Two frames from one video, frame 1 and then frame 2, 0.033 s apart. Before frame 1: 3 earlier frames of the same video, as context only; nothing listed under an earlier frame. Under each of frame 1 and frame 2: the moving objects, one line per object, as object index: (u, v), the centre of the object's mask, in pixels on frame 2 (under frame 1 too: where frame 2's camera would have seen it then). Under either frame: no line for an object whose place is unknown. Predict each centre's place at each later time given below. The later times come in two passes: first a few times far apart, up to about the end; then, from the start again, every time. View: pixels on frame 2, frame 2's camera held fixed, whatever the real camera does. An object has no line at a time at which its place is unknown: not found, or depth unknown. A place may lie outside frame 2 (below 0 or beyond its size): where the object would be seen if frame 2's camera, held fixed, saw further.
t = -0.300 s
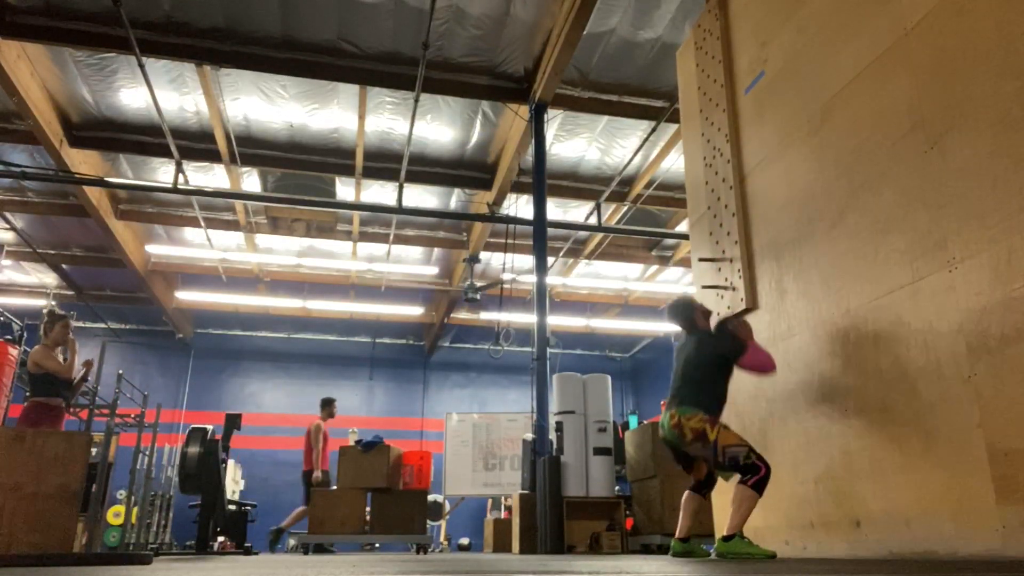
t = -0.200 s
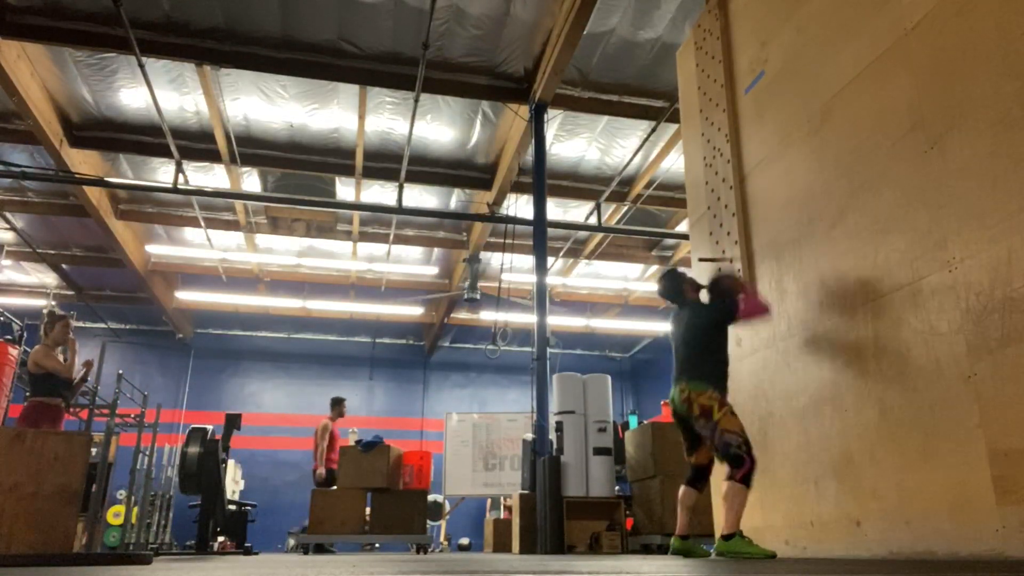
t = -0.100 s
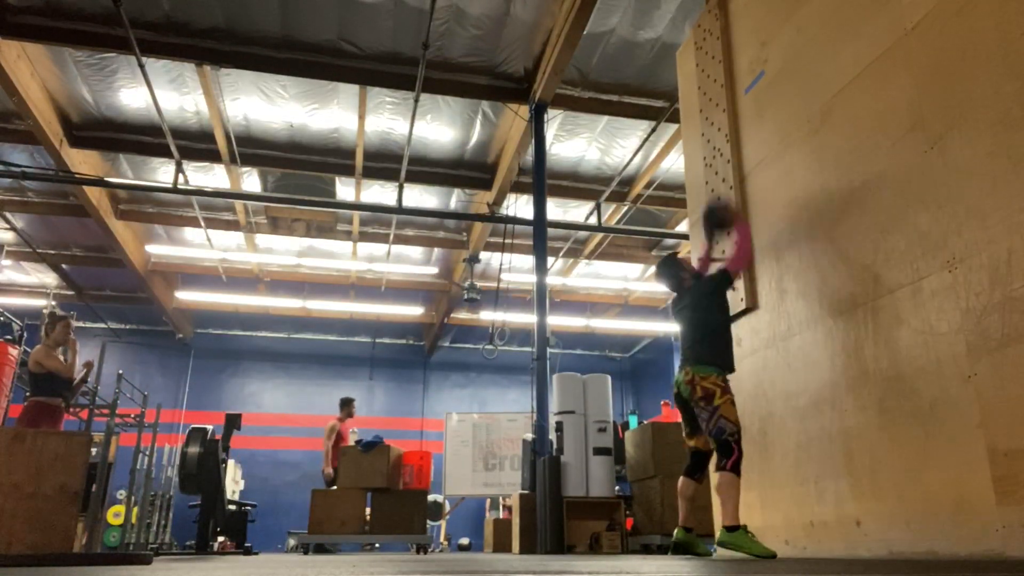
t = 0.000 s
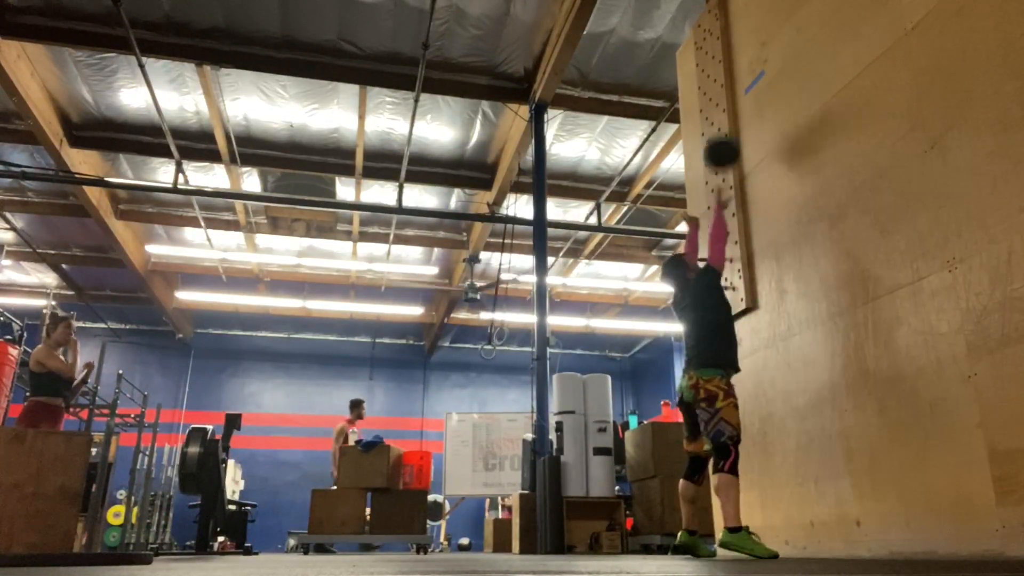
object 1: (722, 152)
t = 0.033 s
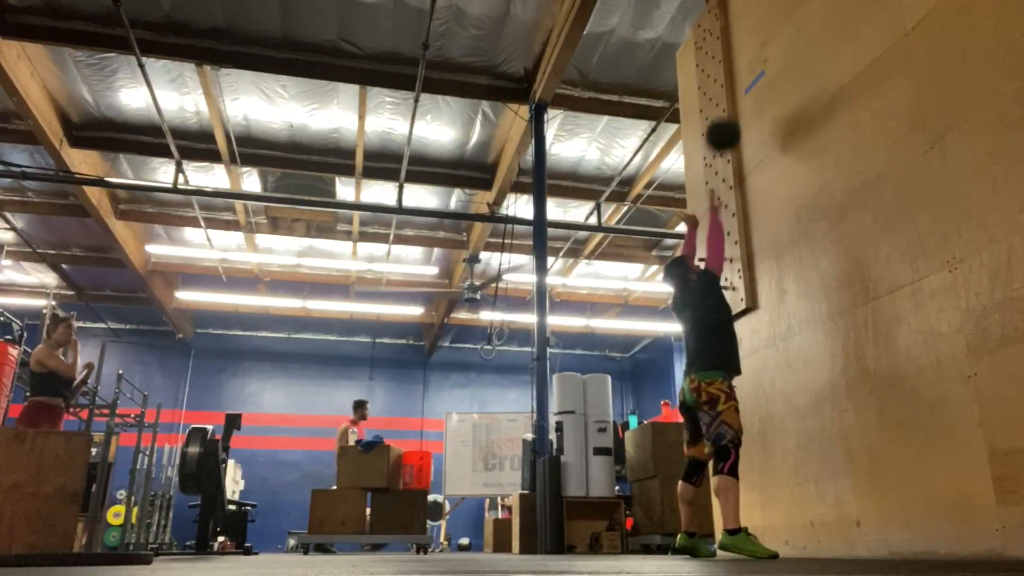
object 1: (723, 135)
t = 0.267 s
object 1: (732, 59)
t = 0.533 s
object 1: (734, 56)
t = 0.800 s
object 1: (732, 140)
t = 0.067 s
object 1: (724, 119)
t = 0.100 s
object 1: (725, 105)
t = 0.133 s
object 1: (726, 93)
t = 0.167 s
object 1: (727, 82)
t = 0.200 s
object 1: (729, 73)
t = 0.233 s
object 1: (731, 65)
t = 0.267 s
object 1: (732, 59)
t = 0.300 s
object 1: (734, 54)
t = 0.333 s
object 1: (737, 51)
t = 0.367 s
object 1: (739, 49)
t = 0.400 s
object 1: (739, 48)
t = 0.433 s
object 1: (738, 49)
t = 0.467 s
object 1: (737, 50)
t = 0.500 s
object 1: (735, 52)
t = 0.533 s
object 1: (734, 56)
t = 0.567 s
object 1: (734, 62)
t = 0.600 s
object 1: (733, 68)
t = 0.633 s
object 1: (732, 77)
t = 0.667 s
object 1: (732, 86)
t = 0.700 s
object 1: (732, 97)
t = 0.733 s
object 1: (732, 110)
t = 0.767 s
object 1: (732, 124)
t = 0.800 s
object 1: (732, 140)
